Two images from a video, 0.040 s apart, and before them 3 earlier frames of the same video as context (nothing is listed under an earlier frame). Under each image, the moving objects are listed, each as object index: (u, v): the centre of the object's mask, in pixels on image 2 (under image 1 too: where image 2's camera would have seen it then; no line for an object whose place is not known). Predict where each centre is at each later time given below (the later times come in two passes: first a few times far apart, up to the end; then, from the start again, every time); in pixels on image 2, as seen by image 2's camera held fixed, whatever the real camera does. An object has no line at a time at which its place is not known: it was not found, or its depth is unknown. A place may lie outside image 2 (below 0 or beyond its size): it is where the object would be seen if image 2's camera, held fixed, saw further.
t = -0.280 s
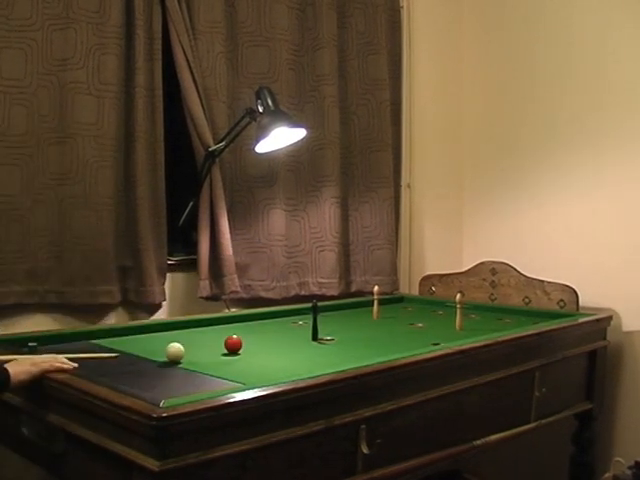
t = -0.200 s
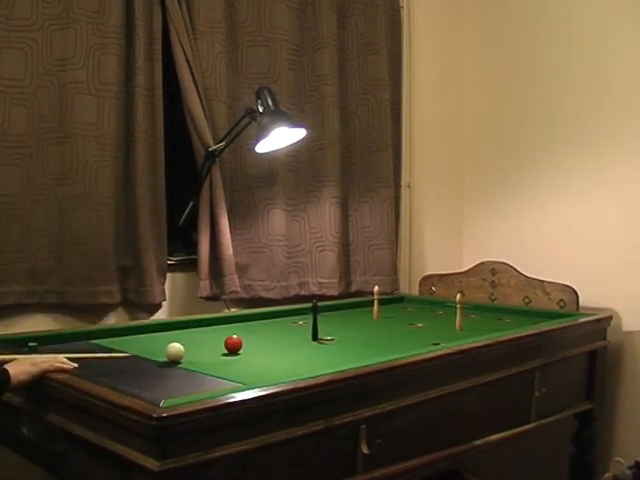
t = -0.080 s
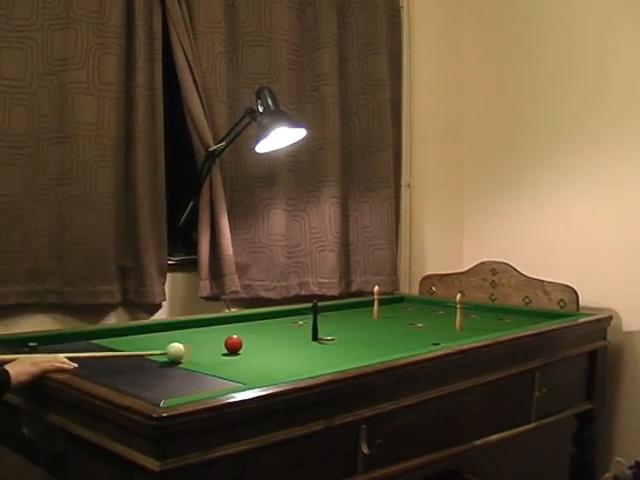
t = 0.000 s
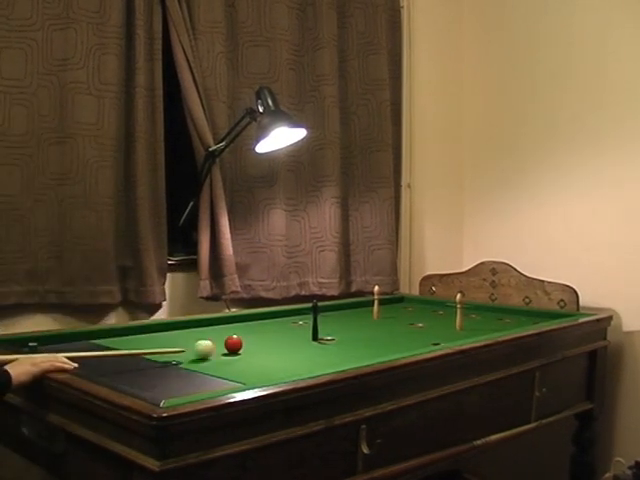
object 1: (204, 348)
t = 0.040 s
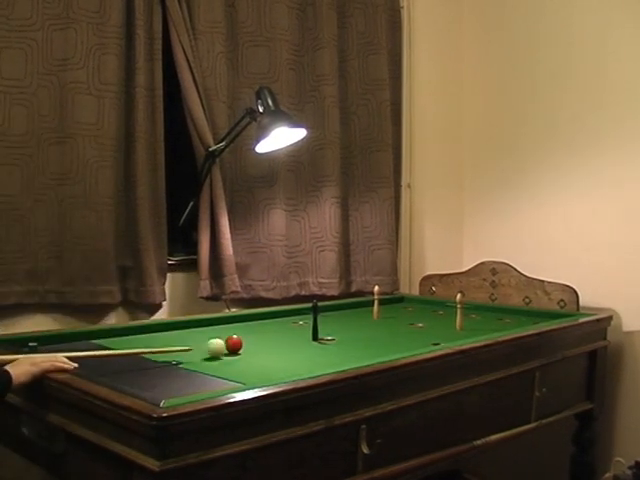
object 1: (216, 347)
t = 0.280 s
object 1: (268, 346)
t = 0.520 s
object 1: (315, 346)
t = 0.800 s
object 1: (366, 345)
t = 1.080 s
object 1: (412, 343)
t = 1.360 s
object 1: (436, 340)
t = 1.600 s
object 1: (436, 338)
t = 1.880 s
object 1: (438, 337)
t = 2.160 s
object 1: (440, 340)
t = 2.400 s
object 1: (440, 341)
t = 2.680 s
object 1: (441, 341)
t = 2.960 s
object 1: (440, 341)
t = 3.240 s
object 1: (440, 341)
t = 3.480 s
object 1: (440, 342)
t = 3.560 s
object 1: (440, 342)
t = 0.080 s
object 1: (227, 346)
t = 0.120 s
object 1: (235, 347)
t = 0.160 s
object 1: (243, 346)
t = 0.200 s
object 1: (252, 346)
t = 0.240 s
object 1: (260, 346)
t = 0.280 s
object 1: (268, 346)
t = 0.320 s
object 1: (276, 346)
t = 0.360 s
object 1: (284, 346)
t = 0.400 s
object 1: (292, 346)
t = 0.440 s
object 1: (300, 346)
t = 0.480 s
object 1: (307, 346)
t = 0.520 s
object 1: (315, 346)
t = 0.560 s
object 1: (322, 346)
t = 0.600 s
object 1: (330, 345)
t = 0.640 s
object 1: (337, 345)
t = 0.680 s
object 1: (345, 346)
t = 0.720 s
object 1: (352, 345)
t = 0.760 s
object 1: (359, 345)
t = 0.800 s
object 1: (366, 345)
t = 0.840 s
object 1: (373, 345)
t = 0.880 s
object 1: (380, 345)
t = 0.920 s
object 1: (386, 345)
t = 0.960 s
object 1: (393, 344)
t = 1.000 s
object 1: (400, 344)
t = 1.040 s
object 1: (406, 344)
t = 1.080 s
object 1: (412, 343)
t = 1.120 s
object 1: (418, 343)
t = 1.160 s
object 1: (424, 342)
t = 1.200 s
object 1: (431, 343)
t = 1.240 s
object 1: (436, 342)
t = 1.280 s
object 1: (436, 341)
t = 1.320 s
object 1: (436, 341)
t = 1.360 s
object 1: (436, 340)
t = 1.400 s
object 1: (436, 340)
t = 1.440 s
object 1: (436, 339)
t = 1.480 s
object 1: (436, 339)
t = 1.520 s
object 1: (436, 338)
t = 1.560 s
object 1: (437, 338)
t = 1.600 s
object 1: (436, 338)
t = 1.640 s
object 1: (437, 337)
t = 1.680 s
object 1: (437, 337)
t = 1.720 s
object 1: (437, 337)
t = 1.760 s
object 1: (437, 337)
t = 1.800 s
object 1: (437, 336)
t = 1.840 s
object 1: (437, 336)
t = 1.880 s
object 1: (438, 337)
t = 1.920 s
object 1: (439, 340)
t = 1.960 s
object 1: (439, 341)
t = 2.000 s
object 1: (441, 341)
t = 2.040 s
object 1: (441, 341)
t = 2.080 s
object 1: (440, 341)
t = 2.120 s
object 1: (440, 341)
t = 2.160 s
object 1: (440, 340)
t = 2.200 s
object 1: (440, 341)
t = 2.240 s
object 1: (440, 341)
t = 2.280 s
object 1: (440, 340)
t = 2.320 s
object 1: (440, 341)
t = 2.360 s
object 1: (441, 341)
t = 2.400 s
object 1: (440, 341)
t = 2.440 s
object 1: (440, 341)
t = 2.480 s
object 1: (441, 340)
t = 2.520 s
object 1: (440, 341)
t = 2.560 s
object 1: (441, 341)
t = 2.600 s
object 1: (440, 341)
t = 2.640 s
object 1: (440, 341)
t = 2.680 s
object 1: (441, 341)
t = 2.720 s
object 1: (441, 341)
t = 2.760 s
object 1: (440, 341)
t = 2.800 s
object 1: (441, 341)
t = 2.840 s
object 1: (441, 341)
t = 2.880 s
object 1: (440, 341)
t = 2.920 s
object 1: (440, 341)
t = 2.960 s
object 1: (440, 341)
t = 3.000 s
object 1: (440, 341)
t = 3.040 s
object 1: (441, 341)
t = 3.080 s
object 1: (440, 341)
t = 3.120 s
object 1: (440, 341)
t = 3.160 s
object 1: (440, 341)
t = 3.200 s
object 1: (440, 342)
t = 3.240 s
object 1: (440, 341)
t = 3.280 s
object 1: (440, 342)
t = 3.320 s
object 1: (440, 341)
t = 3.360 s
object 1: (440, 342)
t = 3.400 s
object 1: (440, 342)
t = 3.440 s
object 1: (440, 342)
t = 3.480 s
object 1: (440, 342)
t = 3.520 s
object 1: (440, 342)
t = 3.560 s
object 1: (440, 342)
